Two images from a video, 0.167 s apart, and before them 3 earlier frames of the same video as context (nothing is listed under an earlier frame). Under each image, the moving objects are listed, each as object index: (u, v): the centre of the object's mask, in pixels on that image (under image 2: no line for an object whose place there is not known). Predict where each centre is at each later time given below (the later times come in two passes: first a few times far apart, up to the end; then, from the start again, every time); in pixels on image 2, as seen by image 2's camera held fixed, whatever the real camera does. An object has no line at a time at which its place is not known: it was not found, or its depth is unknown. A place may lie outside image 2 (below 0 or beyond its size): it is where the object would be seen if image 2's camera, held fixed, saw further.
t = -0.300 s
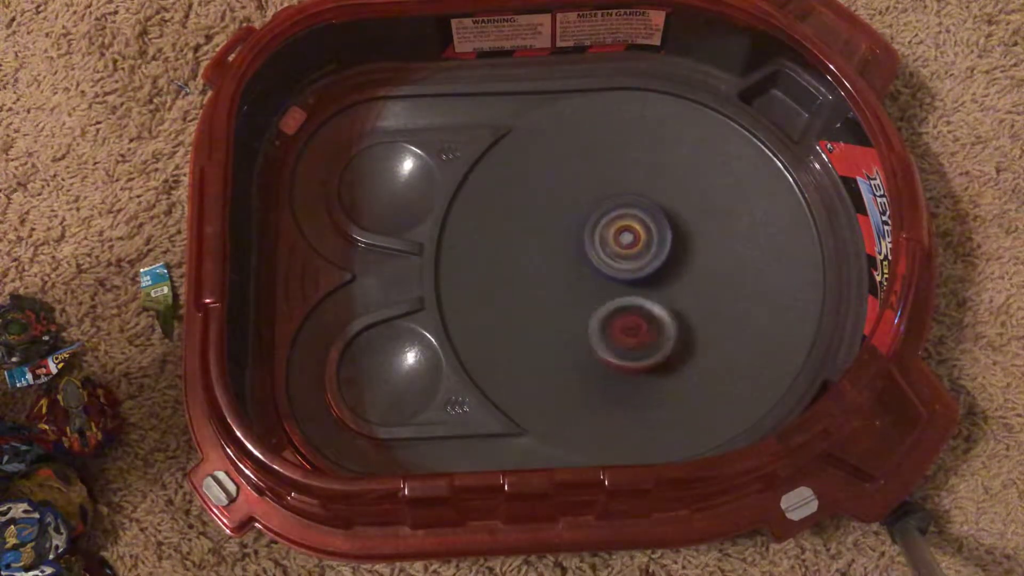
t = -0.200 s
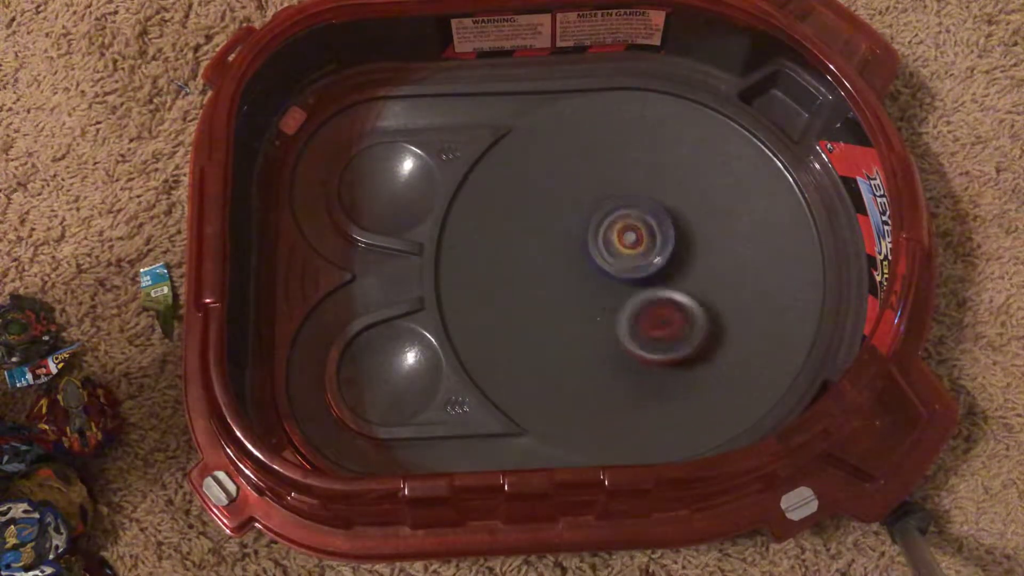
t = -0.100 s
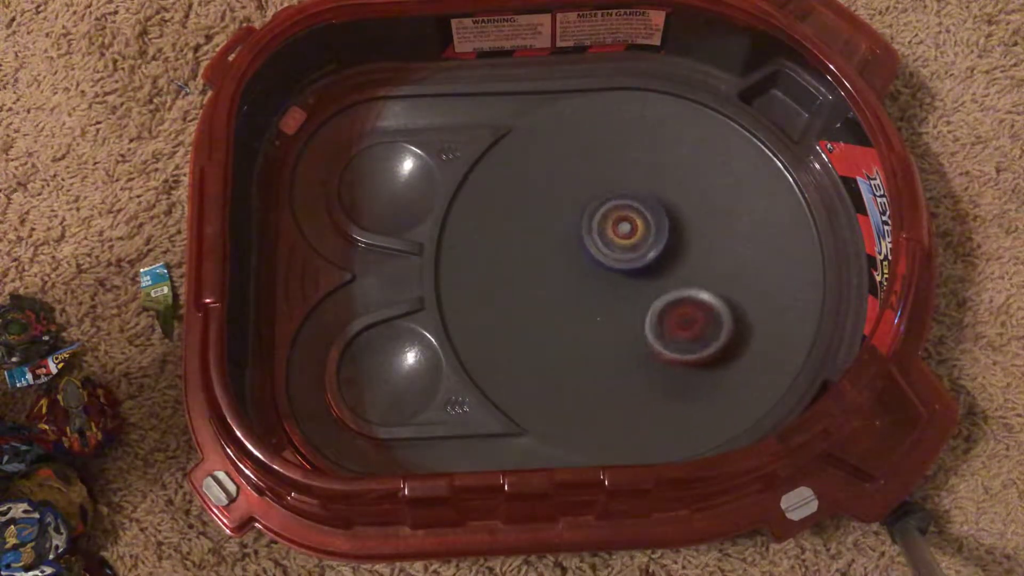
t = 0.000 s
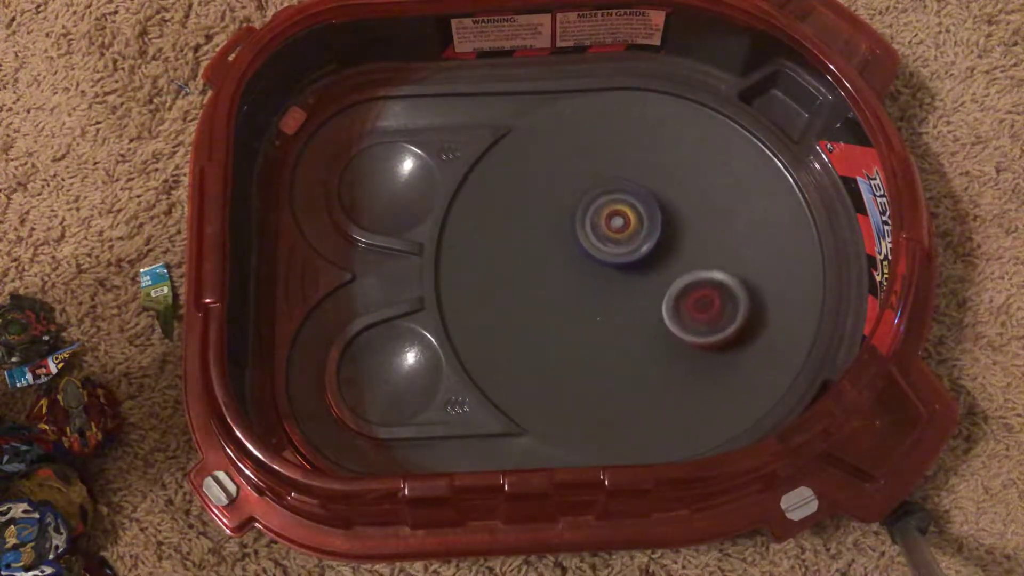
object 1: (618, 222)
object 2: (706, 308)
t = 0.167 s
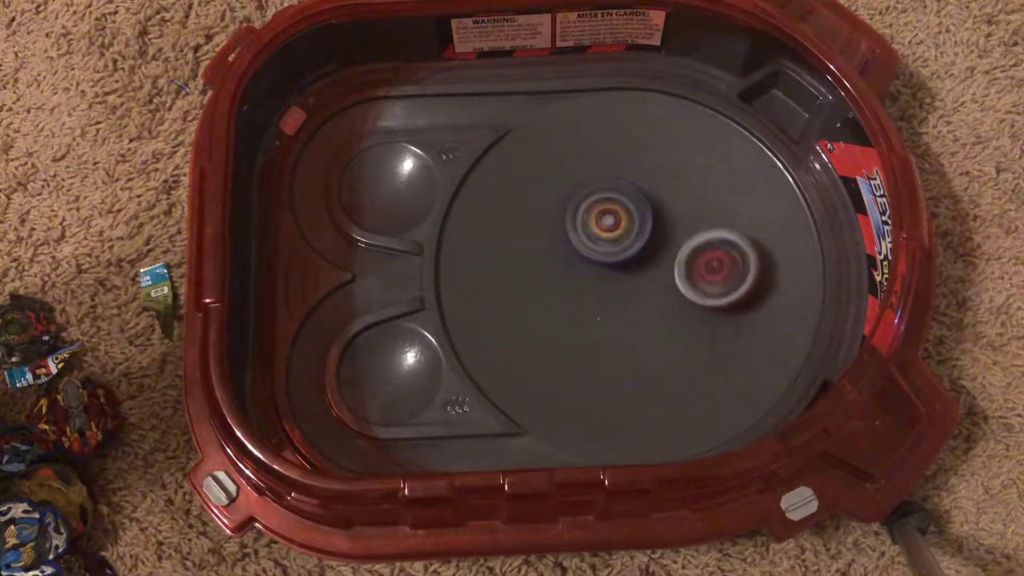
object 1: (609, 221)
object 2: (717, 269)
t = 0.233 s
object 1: (605, 222)
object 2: (714, 252)
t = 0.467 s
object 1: (603, 245)
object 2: (682, 205)
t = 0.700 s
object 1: (593, 277)
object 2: (633, 185)
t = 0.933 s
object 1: (596, 300)
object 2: (579, 203)
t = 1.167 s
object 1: (613, 311)
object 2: (542, 242)
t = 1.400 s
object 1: (640, 312)
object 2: (550, 288)
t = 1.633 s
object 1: (669, 287)
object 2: (583, 322)
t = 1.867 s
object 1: (691, 244)
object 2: (622, 333)
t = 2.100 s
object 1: (676, 214)
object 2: (659, 309)
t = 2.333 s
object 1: (628, 193)
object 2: (672, 276)
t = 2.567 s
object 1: (566, 210)
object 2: (653, 238)
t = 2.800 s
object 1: (522, 265)
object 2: (647, 219)
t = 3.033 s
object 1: (505, 315)
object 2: (635, 228)
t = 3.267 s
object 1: (555, 340)
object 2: (621, 249)
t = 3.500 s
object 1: (602, 371)
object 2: (643, 193)
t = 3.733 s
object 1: (659, 378)
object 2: (656, 173)
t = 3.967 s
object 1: (688, 320)
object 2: (647, 181)
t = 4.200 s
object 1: (705, 266)
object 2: (620, 207)
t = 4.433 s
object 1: (728, 240)
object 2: (615, 239)
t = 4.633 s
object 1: (720, 231)
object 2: (625, 276)
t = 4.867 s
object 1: (697, 217)
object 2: (612, 296)
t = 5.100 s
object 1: (673, 201)
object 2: (585, 341)
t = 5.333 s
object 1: (652, 178)
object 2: (574, 356)
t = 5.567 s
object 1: (616, 200)
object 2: (582, 339)
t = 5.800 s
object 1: (582, 215)
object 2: (579, 320)
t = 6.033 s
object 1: (583, 194)
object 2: (567, 327)
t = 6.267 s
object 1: (609, 201)
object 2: (564, 317)
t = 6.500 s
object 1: (615, 231)
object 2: (563, 304)
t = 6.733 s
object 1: (630, 245)
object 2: (531, 329)
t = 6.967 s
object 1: (637, 266)
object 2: (543, 334)
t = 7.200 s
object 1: (630, 282)
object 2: (542, 315)
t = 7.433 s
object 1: (628, 280)
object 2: (531, 291)
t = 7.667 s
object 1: (631, 270)
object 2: (525, 274)
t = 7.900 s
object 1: (639, 266)
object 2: (532, 261)
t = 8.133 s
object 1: (637, 268)
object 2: (543, 245)
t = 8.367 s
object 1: (633, 267)
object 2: (546, 228)
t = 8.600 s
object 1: (633, 265)
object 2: (549, 220)
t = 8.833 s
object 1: (627, 283)
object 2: (540, 222)
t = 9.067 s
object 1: (626, 275)
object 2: (555, 221)
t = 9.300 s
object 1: (628, 289)
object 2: (563, 209)
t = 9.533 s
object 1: (623, 279)
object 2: (572, 203)
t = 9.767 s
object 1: (619, 297)
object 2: (562, 189)
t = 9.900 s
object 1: (623, 287)
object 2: (576, 191)
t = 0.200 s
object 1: (607, 221)
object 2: (716, 260)
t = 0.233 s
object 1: (605, 222)
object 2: (714, 252)
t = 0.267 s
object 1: (604, 224)
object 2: (711, 244)
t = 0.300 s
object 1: (603, 229)
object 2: (708, 236)
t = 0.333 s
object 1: (602, 231)
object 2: (704, 229)
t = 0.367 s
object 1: (602, 234)
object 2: (700, 222)
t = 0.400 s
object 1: (601, 237)
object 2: (694, 216)
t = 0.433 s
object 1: (602, 241)
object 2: (688, 210)
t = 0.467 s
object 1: (603, 245)
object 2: (682, 205)
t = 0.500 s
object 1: (603, 249)
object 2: (674, 201)
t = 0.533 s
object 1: (600, 256)
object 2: (669, 195)
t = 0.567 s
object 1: (599, 261)
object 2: (664, 192)
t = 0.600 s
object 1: (596, 265)
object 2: (657, 189)
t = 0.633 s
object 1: (596, 269)
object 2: (650, 187)
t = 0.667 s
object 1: (594, 274)
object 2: (642, 185)
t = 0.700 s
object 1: (593, 277)
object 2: (633, 185)
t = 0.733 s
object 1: (593, 283)
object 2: (625, 185)
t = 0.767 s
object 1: (593, 285)
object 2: (617, 186)
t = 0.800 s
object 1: (593, 292)
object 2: (609, 188)
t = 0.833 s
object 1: (593, 293)
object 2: (601, 190)
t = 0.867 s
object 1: (594, 296)
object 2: (593, 194)
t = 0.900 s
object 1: (595, 299)
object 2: (586, 198)
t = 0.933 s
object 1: (596, 300)
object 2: (579, 203)
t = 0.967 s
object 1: (597, 301)
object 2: (572, 208)
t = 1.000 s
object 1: (599, 303)
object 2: (566, 214)
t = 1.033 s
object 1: (601, 305)
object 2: (561, 221)
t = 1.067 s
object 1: (603, 306)
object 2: (555, 228)
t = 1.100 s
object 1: (606, 308)
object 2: (550, 235)
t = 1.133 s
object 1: (608, 310)
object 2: (545, 238)
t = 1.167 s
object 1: (613, 311)
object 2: (542, 242)
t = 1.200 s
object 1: (617, 314)
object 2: (541, 248)
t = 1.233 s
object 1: (621, 314)
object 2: (541, 255)
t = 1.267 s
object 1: (625, 315)
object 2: (541, 262)
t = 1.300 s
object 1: (628, 314)
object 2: (542, 268)
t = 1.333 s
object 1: (632, 314)
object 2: (545, 275)
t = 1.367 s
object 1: (636, 313)
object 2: (547, 282)
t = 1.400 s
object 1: (640, 312)
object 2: (550, 288)
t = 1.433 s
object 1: (645, 310)
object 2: (551, 294)
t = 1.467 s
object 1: (650, 308)
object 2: (554, 300)
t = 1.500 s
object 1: (656, 307)
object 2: (559, 305)
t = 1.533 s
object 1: (659, 301)
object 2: (564, 310)
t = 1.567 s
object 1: (663, 296)
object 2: (570, 314)
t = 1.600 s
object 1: (666, 291)
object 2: (576, 318)
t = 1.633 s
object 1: (669, 287)
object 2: (583, 322)
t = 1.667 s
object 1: (672, 283)
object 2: (589, 326)
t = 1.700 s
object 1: (679, 279)
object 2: (591, 330)
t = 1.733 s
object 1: (682, 272)
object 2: (596, 332)
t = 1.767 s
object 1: (686, 262)
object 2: (602, 333)
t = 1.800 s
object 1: (689, 257)
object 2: (609, 334)
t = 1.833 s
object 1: (690, 252)
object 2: (615, 333)
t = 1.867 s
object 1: (691, 244)
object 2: (622, 333)
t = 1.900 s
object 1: (690, 239)
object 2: (627, 331)
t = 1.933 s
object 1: (689, 233)
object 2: (634, 329)
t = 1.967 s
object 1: (688, 228)
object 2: (640, 326)
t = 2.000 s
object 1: (687, 224)
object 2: (645, 323)
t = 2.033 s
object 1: (683, 220)
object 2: (650, 319)
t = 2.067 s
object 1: (680, 216)
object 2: (654, 314)
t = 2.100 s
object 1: (676, 214)
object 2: (659, 309)
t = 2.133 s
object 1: (671, 211)
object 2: (662, 303)
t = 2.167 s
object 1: (668, 211)
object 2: (665, 297)
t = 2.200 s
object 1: (660, 206)
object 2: (669, 295)
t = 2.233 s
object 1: (653, 204)
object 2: (671, 292)
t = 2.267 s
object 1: (645, 197)
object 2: (672, 287)
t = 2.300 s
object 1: (635, 194)
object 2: (672, 281)
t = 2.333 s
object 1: (628, 193)
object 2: (672, 276)
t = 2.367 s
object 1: (618, 192)
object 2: (670, 269)
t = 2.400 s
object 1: (607, 192)
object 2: (669, 264)
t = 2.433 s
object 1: (599, 193)
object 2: (667, 258)
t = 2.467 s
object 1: (590, 197)
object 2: (664, 253)
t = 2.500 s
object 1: (582, 200)
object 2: (661, 248)
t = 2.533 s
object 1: (574, 207)
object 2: (657, 243)
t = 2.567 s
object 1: (566, 210)
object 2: (653, 238)
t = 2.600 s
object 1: (559, 216)
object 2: (649, 234)
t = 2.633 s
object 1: (556, 225)
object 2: (644, 231)
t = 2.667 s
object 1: (551, 233)
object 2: (639, 229)
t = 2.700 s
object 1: (547, 239)
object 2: (634, 227)
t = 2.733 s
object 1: (540, 247)
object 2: (634, 223)
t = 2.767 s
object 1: (529, 258)
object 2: (642, 220)
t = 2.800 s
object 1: (522, 265)
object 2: (647, 219)
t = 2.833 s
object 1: (517, 268)
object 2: (648, 220)
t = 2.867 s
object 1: (513, 276)
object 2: (647, 221)
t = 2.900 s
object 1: (509, 284)
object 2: (644, 222)
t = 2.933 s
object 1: (505, 293)
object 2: (642, 223)
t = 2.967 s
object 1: (504, 301)
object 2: (640, 224)
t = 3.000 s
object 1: (504, 309)
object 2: (638, 226)
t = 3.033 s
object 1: (505, 315)
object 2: (635, 228)
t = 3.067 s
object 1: (508, 321)
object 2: (633, 230)
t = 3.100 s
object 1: (513, 326)
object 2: (631, 233)
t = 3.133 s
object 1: (519, 330)
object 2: (628, 236)
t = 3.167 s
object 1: (525, 334)
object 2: (626, 239)
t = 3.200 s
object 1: (534, 336)
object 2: (624, 242)
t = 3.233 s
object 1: (546, 339)
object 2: (623, 246)
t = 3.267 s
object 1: (555, 340)
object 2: (621, 249)
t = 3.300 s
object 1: (565, 338)
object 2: (621, 253)
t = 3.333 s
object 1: (577, 335)
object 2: (620, 258)
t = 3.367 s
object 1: (581, 340)
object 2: (620, 250)
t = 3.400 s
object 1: (583, 354)
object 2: (628, 230)
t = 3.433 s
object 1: (588, 360)
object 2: (634, 214)
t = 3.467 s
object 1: (595, 365)
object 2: (639, 201)
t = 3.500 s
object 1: (602, 371)
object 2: (643, 193)
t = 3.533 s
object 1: (611, 377)
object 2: (647, 190)
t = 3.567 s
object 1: (621, 382)
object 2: (650, 187)
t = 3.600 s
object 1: (629, 383)
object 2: (651, 183)
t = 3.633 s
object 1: (637, 383)
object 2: (653, 179)
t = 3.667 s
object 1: (645, 382)
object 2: (655, 176)
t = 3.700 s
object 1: (651, 381)
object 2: (656, 174)
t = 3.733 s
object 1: (659, 378)
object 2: (656, 173)
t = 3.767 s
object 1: (663, 372)
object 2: (655, 172)
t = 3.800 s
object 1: (670, 366)
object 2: (654, 172)
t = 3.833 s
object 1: (675, 357)
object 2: (654, 172)
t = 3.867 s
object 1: (680, 348)
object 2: (652, 174)
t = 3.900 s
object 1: (683, 338)
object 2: (650, 176)
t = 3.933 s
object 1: (685, 330)
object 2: (649, 178)
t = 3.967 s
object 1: (688, 320)
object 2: (647, 181)
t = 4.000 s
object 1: (689, 311)
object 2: (646, 186)
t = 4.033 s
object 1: (691, 300)
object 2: (643, 190)
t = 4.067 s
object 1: (693, 292)
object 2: (641, 196)
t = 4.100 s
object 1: (694, 281)
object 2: (640, 201)
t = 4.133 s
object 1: (694, 272)
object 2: (638, 206)
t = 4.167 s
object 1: (699, 268)
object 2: (630, 208)
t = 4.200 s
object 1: (705, 266)
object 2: (620, 207)
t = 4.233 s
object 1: (707, 263)
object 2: (614, 207)
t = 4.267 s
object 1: (711, 258)
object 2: (611, 212)
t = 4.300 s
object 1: (718, 255)
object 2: (610, 217)
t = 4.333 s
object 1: (723, 251)
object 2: (611, 222)
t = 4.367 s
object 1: (726, 247)
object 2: (612, 229)
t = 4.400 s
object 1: (728, 244)
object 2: (613, 235)
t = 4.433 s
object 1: (728, 240)
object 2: (615, 239)
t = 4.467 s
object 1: (728, 239)
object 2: (618, 245)
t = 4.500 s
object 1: (726, 235)
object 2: (622, 251)
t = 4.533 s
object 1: (724, 234)
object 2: (626, 256)
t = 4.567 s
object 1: (720, 233)
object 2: (630, 260)
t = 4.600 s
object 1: (717, 232)
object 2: (633, 265)
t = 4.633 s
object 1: (720, 231)
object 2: (625, 276)
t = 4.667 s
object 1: (717, 228)
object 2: (617, 285)
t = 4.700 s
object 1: (716, 223)
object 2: (610, 292)
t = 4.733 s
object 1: (716, 221)
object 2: (604, 295)
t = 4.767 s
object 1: (709, 219)
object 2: (604, 297)
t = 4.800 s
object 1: (707, 217)
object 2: (605, 298)
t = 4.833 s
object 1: (702, 217)
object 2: (609, 297)
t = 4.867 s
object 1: (697, 217)
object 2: (612, 296)
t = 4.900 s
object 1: (691, 217)
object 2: (614, 296)
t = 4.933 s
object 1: (683, 217)
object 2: (617, 293)
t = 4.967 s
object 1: (674, 218)
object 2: (620, 292)
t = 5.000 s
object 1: (672, 217)
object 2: (618, 298)
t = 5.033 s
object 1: (675, 210)
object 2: (604, 316)
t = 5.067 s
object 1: (675, 206)
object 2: (594, 331)
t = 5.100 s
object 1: (673, 201)
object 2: (585, 341)
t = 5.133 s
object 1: (669, 195)
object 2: (582, 346)
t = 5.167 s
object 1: (669, 190)
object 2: (579, 349)
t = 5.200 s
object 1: (665, 185)
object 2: (576, 350)
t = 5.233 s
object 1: (662, 182)
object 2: (575, 353)
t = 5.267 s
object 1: (660, 181)
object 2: (574, 355)
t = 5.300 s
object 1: (656, 179)
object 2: (574, 355)
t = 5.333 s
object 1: (652, 178)
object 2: (574, 356)
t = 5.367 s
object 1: (649, 179)
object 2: (574, 355)
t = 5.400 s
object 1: (643, 182)
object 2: (577, 354)
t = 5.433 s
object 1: (638, 184)
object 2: (576, 353)
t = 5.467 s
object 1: (632, 186)
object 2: (578, 350)
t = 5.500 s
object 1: (627, 189)
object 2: (580, 348)
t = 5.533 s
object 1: (620, 195)
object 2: (581, 343)
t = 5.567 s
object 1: (616, 200)
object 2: (582, 339)
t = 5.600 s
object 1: (608, 203)
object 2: (582, 335)
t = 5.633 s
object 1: (604, 208)
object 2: (583, 329)
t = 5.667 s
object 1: (597, 211)
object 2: (583, 324)
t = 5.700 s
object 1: (592, 216)
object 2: (582, 317)
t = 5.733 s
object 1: (586, 220)
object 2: (581, 312)
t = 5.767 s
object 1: (583, 224)
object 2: (580, 310)
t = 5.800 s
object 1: (582, 215)
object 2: (579, 320)
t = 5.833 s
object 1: (582, 213)
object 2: (578, 330)
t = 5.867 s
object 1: (582, 211)
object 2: (577, 331)
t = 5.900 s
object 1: (582, 210)
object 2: (576, 330)
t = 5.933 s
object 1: (580, 207)
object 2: (572, 329)
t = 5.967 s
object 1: (581, 202)
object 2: (571, 329)
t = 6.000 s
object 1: (581, 198)
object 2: (568, 329)
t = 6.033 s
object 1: (583, 194)
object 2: (567, 327)
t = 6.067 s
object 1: (587, 193)
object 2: (565, 328)
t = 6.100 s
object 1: (589, 191)
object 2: (565, 325)
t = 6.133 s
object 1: (594, 191)
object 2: (565, 325)
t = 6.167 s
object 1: (598, 192)
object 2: (563, 323)
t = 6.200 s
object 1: (603, 195)
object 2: (564, 322)
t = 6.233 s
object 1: (605, 198)
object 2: (563, 320)
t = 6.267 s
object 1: (609, 201)
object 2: (564, 317)
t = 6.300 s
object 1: (612, 206)
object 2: (562, 315)
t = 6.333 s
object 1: (613, 212)
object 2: (563, 312)
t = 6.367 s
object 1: (614, 217)
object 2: (563, 310)
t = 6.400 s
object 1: (613, 220)
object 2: (564, 305)
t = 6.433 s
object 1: (614, 225)
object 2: (564, 303)
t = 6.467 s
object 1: (613, 229)
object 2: (562, 303)
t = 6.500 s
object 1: (615, 231)
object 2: (563, 304)
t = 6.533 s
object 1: (617, 235)
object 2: (560, 305)
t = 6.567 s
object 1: (619, 239)
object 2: (559, 307)
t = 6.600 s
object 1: (626, 241)
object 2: (549, 315)
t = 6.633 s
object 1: (630, 242)
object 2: (539, 322)
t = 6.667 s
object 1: (632, 245)
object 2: (535, 326)
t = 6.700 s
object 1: (629, 246)
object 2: (532, 328)
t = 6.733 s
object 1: (630, 245)
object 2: (531, 329)
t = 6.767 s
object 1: (633, 245)
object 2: (530, 331)
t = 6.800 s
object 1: (636, 248)
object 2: (531, 333)
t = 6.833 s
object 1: (639, 254)
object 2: (531, 334)
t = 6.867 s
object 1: (638, 259)
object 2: (534, 335)
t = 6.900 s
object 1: (637, 261)
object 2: (535, 335)
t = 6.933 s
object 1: (637, 262)
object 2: (539, 334)
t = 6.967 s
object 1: (637, 266)
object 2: (543, 334)
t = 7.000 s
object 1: (636, 269)
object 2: (547, 330)
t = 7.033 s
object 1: (633, 273)
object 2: (552, 327)
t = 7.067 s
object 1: (631, 276)
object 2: (551, 325)
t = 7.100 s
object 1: (635, 279)
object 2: (546, 322)
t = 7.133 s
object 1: (635, 283)
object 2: (542, 323)
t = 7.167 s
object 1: (632, 285)
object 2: (542, 319)
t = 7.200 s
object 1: (630, 282)
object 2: (542, 315)
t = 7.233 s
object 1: (631, 281)
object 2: (540, 309)
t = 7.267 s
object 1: (634, 282)
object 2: (538, 307)
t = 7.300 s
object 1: (633, 284)
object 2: (537, 303)
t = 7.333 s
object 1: (631, 287)
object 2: (536, 301)
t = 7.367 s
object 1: (627, 285)
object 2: (534, 296)
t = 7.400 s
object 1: (626, 282)
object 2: (533, 294)
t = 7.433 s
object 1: (628, 280)
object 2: (531, 291)
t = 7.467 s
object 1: (631, 280)
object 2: (531, 289)
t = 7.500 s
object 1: (631, 281)
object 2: (529, 284)
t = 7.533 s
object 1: (629, 281)
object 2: (527, 283)
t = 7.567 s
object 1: (628, 279)
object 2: (526, 280)
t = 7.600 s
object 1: (625, 278)
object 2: (526, 279)
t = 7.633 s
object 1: (627, 272)
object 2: (526, 275)
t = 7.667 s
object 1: (631, 270)
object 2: (525, 274)
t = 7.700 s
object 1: (633, 270)
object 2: (525, 271)
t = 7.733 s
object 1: (632, 270)
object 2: (526, 271)
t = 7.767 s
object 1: (632, 268)
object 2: (527, 268)
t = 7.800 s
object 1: (636, 265)
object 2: (527, 267)
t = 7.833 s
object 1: (638, 264)
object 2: (528, 264)
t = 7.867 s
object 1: (639, 265)
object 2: (530, 263)
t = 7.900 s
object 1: (639, 266)
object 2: (532, 261)
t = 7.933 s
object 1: (637, 267)
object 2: (533, 259)
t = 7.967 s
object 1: (636, 264)
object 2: (535, 256)
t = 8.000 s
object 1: (638, 263)
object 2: (536, 255)
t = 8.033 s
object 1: (641, 266)
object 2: (539, 251)
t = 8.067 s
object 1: (641, 268)
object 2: (541, 250)
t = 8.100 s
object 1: (638, 268)
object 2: (543, 247)
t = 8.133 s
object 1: (637, 268)
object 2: (543, 245)
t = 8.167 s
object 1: (637, 266)
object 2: (545, 241)
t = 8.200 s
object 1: (638, 267)
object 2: (546, 239)
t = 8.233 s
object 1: (640, 268)
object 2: (547, 236)
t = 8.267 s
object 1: (638, 269)
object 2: (547, 235)
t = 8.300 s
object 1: (635, 269)
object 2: (548, 232)
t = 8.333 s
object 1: (631, 268)
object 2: (548, 230)
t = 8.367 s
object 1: (633, 267)
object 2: (546, 228)
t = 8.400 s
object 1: (634, 267)
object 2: (546, 228)
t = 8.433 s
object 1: (634, 269)
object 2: (548, 226)
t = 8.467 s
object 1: (633, 269)
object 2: (547, 223)
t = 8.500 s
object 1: (631, 268)
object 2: (547, 222)
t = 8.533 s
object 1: (629, 266)
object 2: (546, 221)
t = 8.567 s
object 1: (630, 264)
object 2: (548, 222)
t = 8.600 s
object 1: (633, 265)
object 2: (549, 220)
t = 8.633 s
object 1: (633, 267)
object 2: (550, 220)
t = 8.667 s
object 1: (629, 267)
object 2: (551, 220)
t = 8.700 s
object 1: (632, 268)
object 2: (544, 220)
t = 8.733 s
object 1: (638, 274)
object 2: (537, 218)
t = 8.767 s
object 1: (636, 281)
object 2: (534, 221)
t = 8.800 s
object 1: (631, 284)
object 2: (537, 222)
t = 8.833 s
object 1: (627, 283)
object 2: (540, 222)
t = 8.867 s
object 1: (626, 281)
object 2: (543, 221)
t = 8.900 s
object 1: (625, 281)
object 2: (544, 221)
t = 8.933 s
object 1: (627, 279)
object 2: (546, 222)
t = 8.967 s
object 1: (625, 278)
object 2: (548, 221)
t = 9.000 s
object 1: (625, 275)
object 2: (551, 223)
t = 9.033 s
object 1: (625, 275)
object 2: (555, 223)
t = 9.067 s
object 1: (626, 275)
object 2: (555, 221)
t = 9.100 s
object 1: (630, 277)
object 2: (554, 220)
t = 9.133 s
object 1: (632, 280)
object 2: (557, 217)
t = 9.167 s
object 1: (634, 283)
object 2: (558, 215)
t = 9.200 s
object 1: (634, 284)
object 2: (560, 213)
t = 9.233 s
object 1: (634, 285)
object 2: (559, 211)
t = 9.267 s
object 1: (632, 286)
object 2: (561, 211)
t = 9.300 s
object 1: (628, 289)
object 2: (563, 209)
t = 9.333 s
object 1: (626, 289)
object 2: (564, 208)
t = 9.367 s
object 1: (622, 290)
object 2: (566, 205)
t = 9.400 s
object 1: (622, 288)
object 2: (565, 204)
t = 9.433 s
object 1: (622, 287)
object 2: (567, 205)
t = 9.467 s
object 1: (621, 283)
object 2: (568, 204)
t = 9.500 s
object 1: (622, 280)
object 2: (570, 204)
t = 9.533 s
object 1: (623, 279)
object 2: (572, 203)
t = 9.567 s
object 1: (626, 276)
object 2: (573, 203)
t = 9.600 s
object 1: (624, 277)
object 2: (575, 203)
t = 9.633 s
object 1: (626, 275)
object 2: (576, 202)
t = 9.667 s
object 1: (628, 285)
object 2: (568, 196)
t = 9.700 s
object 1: (630, 292)
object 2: (565, 192)
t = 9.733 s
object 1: (623, 299)
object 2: (563, 188)
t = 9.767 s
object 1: (619, 297)
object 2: (562, 189)
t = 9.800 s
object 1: (619, 294)
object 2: (564, 191)
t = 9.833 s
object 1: (617, 292)
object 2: (568, 193)
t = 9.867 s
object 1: (619, 288)
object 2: (573, 193)
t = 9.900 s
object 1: (623, 287)
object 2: (576, 191)
